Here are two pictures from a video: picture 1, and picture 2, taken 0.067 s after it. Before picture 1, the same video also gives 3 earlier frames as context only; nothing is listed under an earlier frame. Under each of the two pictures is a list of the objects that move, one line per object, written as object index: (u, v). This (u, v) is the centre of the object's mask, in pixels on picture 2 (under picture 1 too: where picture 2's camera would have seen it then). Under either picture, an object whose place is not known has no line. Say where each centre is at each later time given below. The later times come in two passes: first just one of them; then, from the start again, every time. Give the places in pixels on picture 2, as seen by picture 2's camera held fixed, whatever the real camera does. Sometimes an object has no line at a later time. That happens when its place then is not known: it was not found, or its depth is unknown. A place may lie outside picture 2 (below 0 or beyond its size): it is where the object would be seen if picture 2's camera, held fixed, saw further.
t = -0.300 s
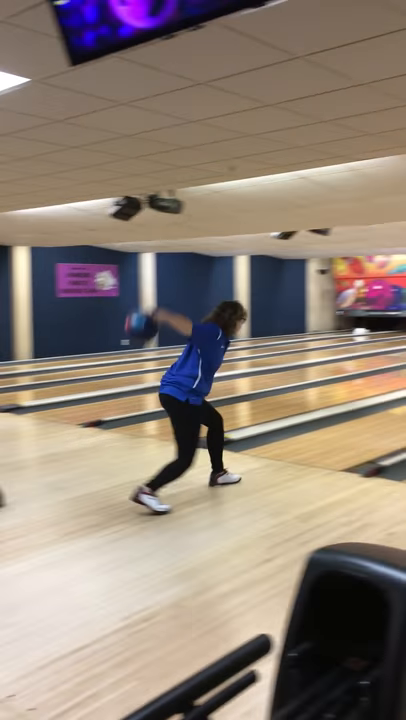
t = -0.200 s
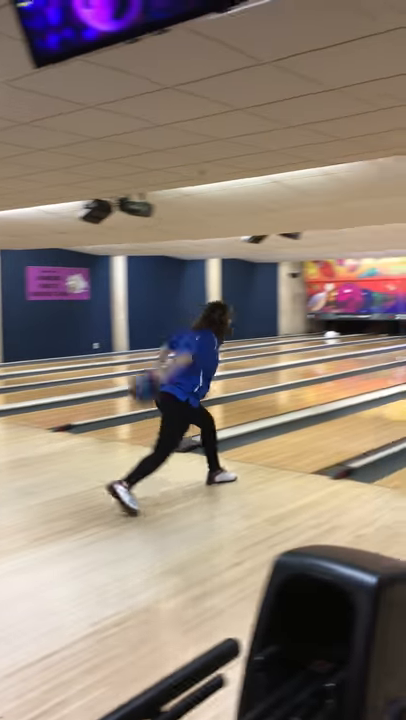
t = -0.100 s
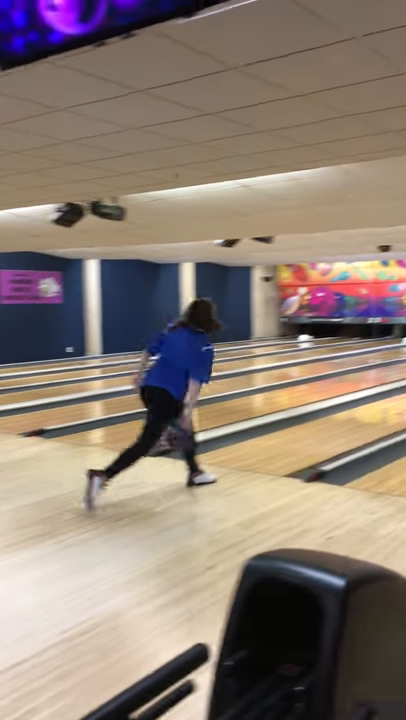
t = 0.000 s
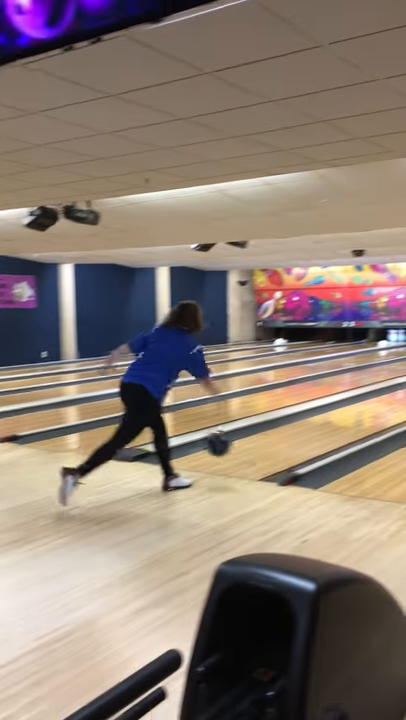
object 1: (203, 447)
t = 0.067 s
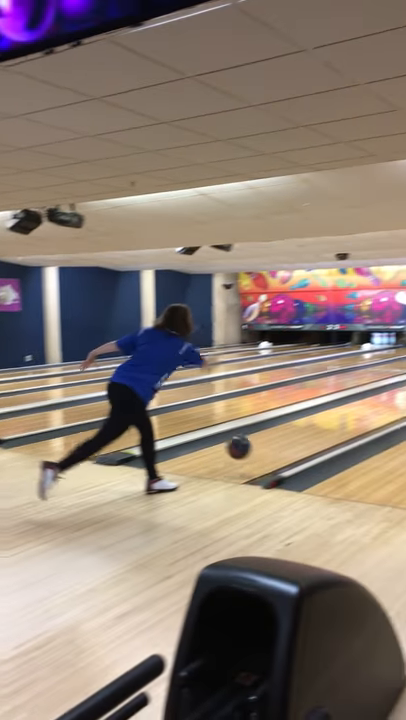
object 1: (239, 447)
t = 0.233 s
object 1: (307, 437)
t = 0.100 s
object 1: (254, 449)
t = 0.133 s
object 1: (269, 451)
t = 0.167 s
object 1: (283, 445)
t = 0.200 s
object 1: (295, 441)
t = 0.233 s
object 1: (307, 437)
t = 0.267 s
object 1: (319, 433)
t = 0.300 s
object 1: (329, 429)
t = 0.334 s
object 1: (338, 426)
